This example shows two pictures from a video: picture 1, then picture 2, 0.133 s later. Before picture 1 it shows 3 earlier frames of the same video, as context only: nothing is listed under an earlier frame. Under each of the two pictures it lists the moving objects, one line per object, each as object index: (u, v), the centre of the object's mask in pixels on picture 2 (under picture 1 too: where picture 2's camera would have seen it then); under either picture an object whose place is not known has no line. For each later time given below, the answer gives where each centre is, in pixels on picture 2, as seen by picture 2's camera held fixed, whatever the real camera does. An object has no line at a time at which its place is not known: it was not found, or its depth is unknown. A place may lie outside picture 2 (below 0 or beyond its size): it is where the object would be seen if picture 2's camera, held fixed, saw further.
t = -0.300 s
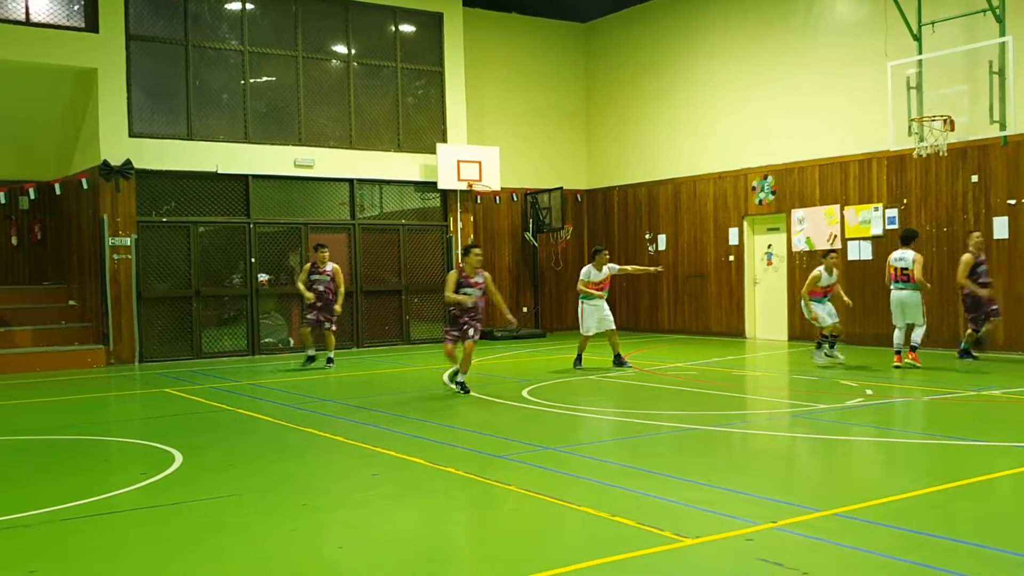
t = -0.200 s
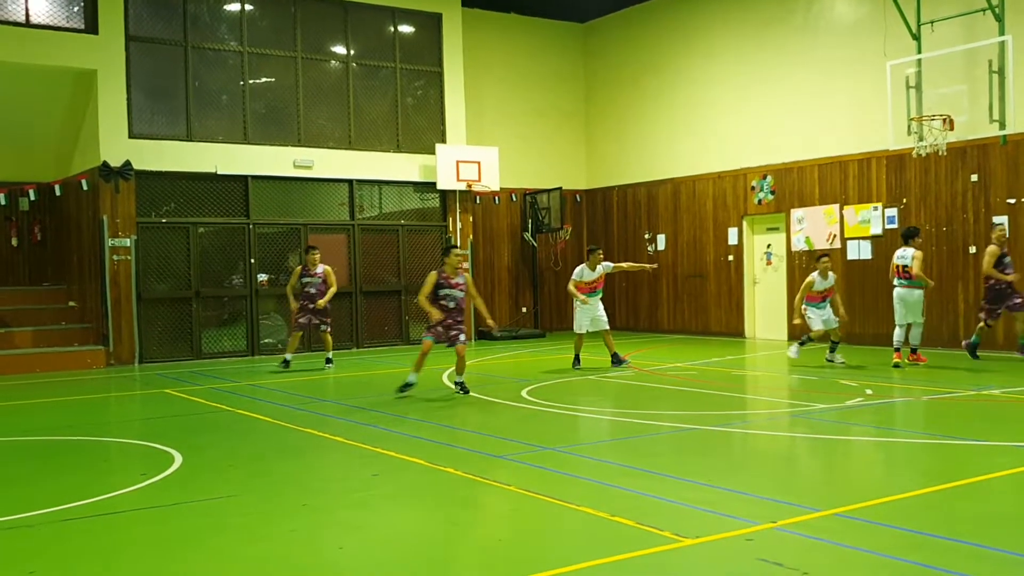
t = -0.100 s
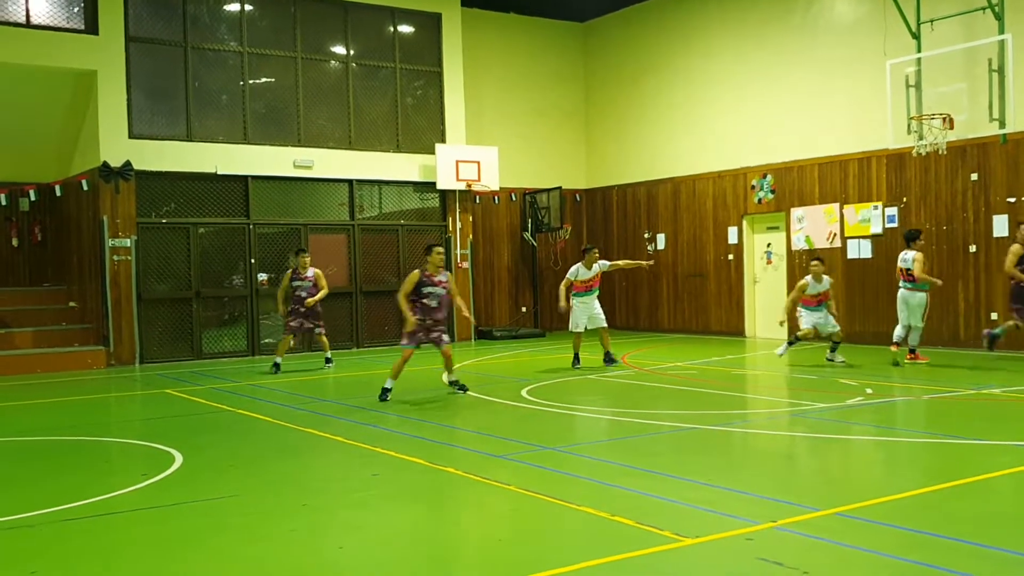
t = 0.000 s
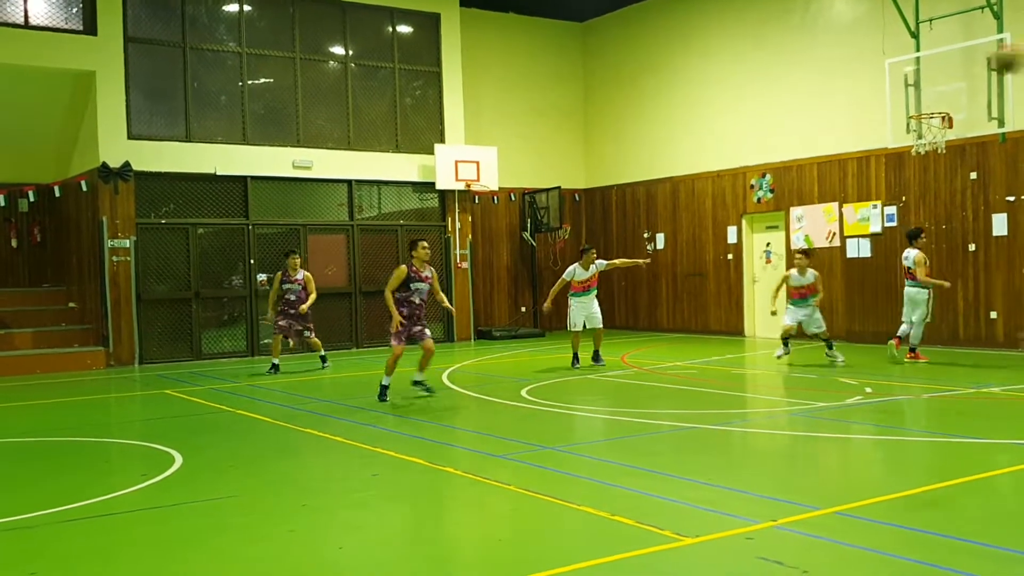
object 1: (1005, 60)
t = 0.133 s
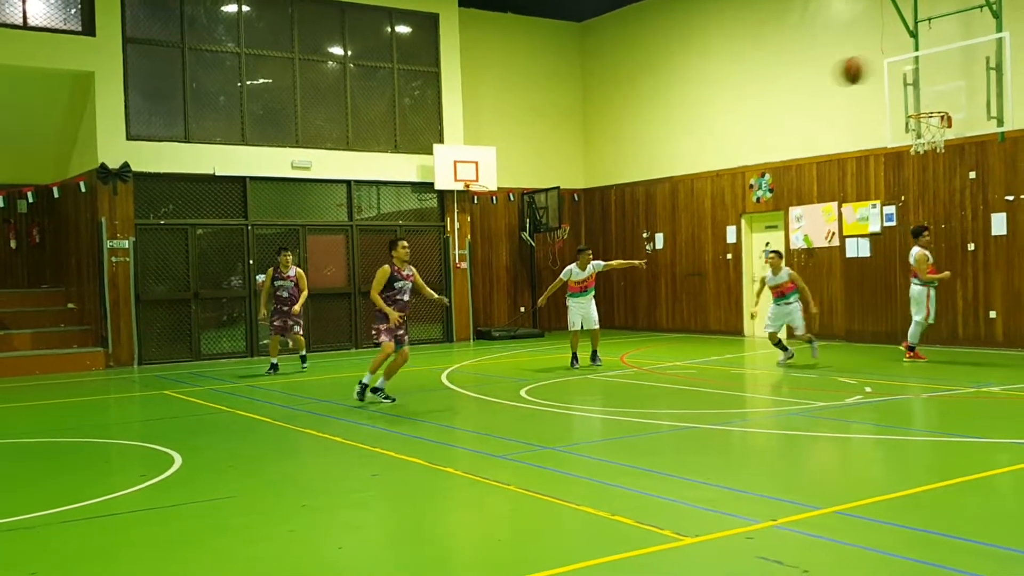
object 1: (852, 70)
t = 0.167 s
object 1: (820, 76)
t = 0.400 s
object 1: (598, 154)
